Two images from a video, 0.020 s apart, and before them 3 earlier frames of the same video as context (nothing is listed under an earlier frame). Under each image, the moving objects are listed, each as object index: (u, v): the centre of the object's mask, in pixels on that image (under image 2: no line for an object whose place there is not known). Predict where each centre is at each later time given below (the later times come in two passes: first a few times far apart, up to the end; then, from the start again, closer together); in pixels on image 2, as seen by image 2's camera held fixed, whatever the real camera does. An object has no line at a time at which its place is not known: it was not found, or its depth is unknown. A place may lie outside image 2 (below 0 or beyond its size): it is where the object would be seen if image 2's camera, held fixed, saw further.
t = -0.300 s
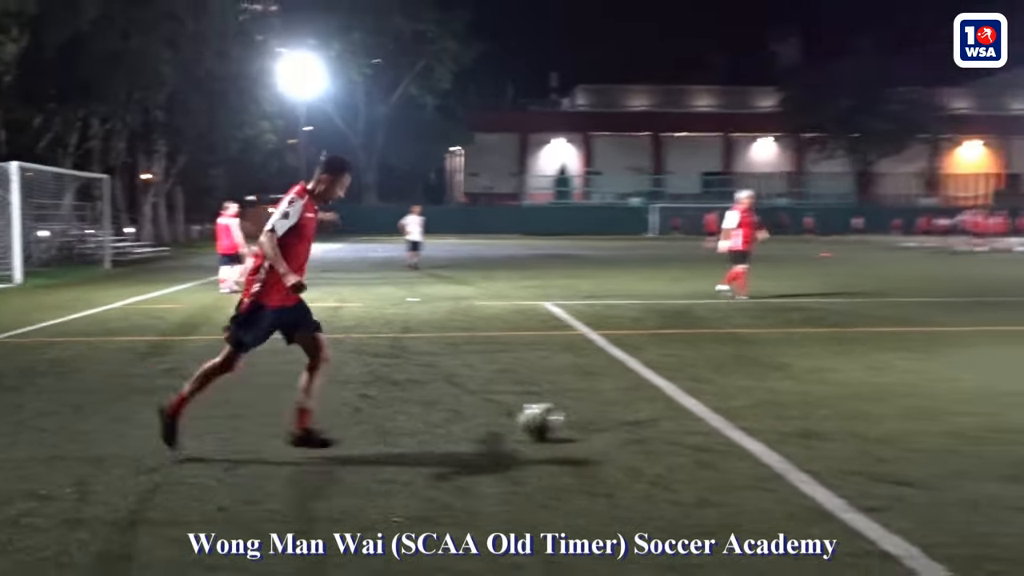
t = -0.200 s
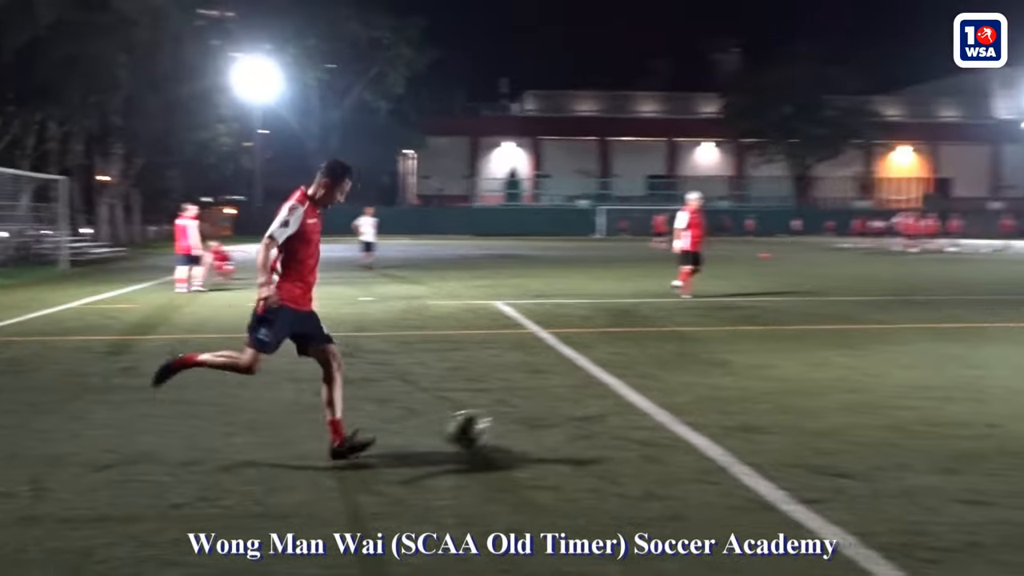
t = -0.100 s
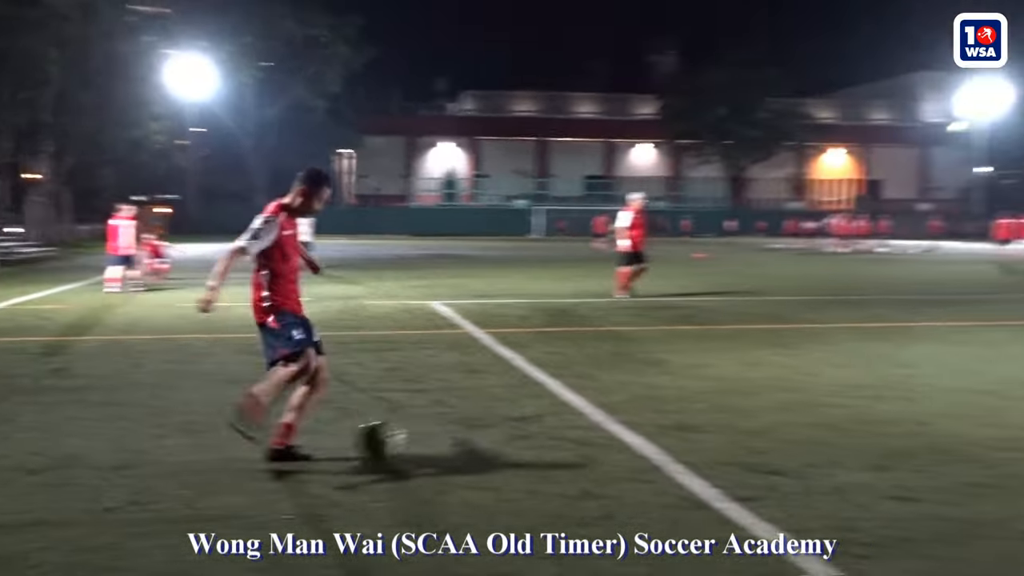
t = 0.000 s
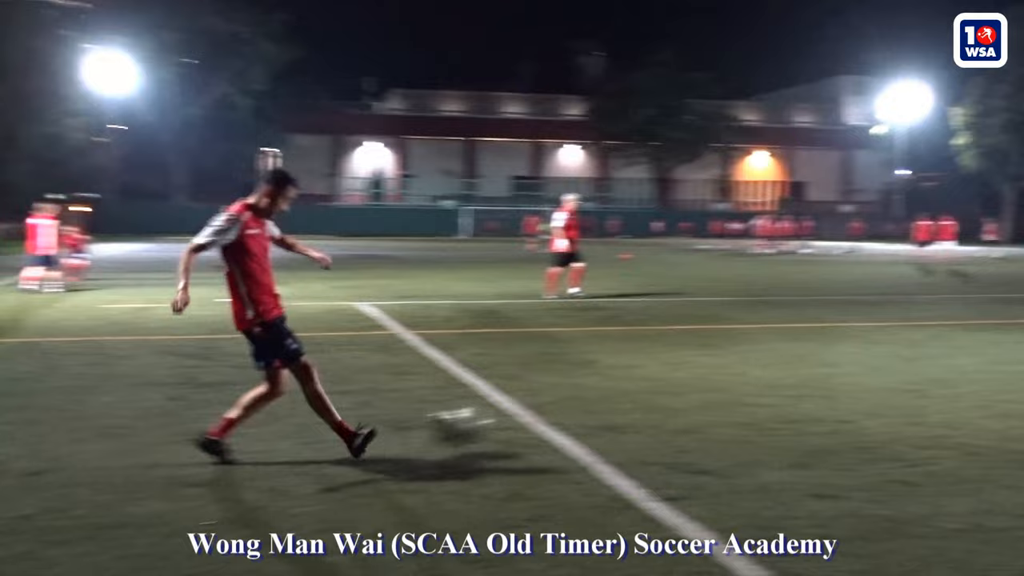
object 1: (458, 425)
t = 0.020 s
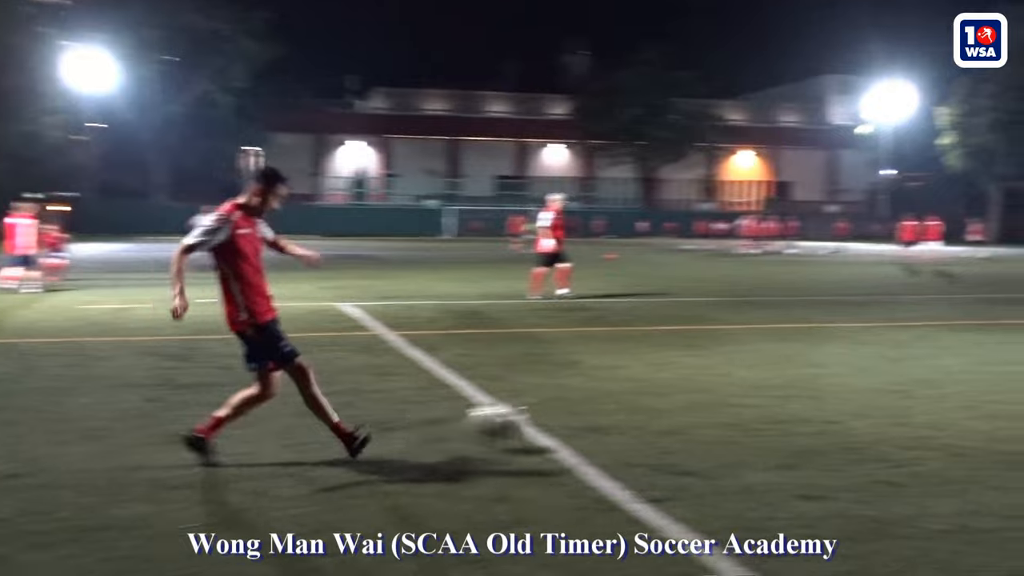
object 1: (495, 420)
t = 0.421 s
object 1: (1145, 363)
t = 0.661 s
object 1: (1335, 341)
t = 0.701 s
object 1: (1362, 339)
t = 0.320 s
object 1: (1035, 374)
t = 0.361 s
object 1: (1082, 371)
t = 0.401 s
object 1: (1125, 366)
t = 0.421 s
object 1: (1145, 363)
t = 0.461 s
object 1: (1183, 358)
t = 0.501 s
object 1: (1218, 354)
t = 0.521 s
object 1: (1234, 354)
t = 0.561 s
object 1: (1265, 352)
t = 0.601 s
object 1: (1294, 347)
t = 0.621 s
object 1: (1308, 345)
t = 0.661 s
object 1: (1335, 341)
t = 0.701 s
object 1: (1362, 339)
